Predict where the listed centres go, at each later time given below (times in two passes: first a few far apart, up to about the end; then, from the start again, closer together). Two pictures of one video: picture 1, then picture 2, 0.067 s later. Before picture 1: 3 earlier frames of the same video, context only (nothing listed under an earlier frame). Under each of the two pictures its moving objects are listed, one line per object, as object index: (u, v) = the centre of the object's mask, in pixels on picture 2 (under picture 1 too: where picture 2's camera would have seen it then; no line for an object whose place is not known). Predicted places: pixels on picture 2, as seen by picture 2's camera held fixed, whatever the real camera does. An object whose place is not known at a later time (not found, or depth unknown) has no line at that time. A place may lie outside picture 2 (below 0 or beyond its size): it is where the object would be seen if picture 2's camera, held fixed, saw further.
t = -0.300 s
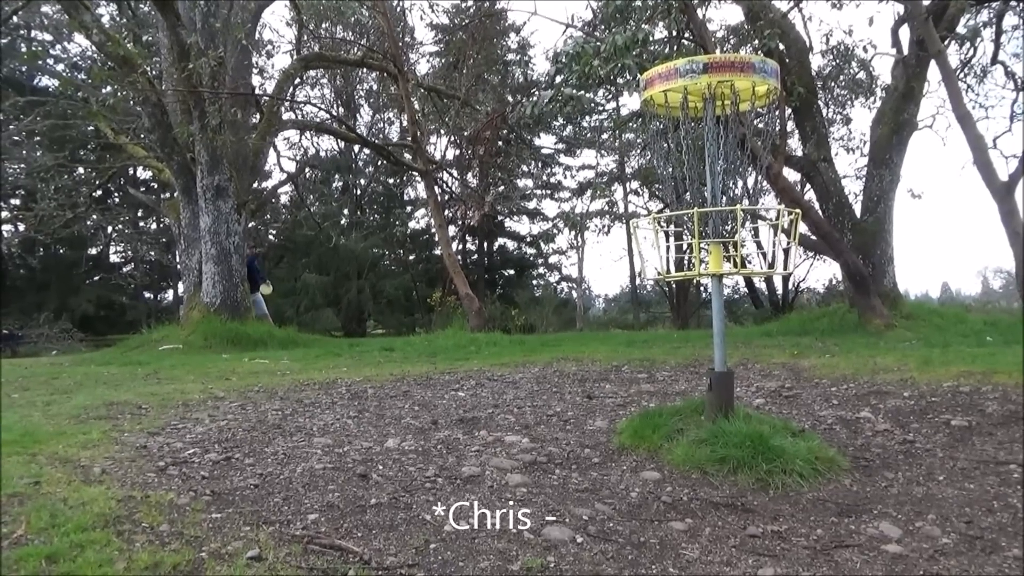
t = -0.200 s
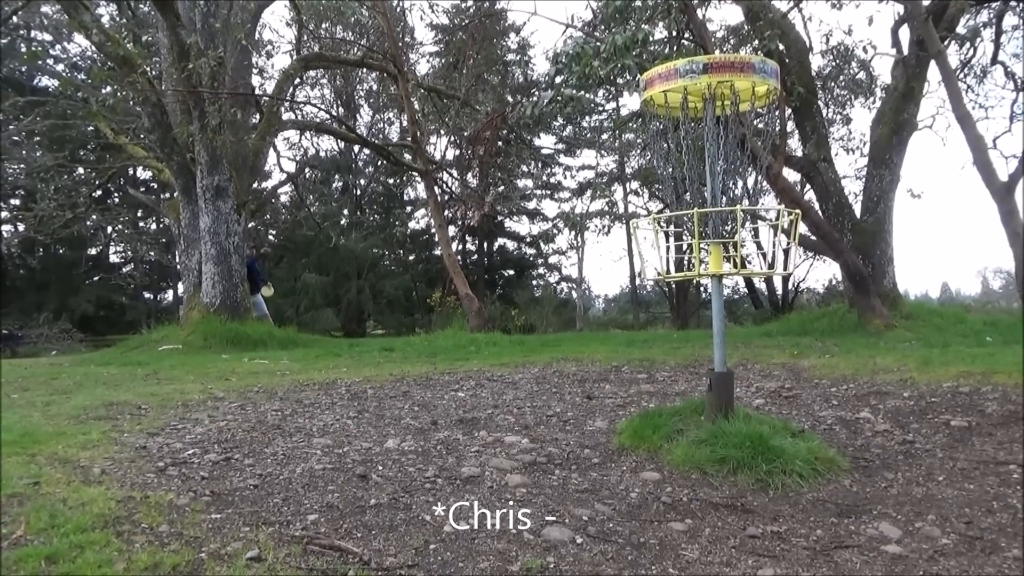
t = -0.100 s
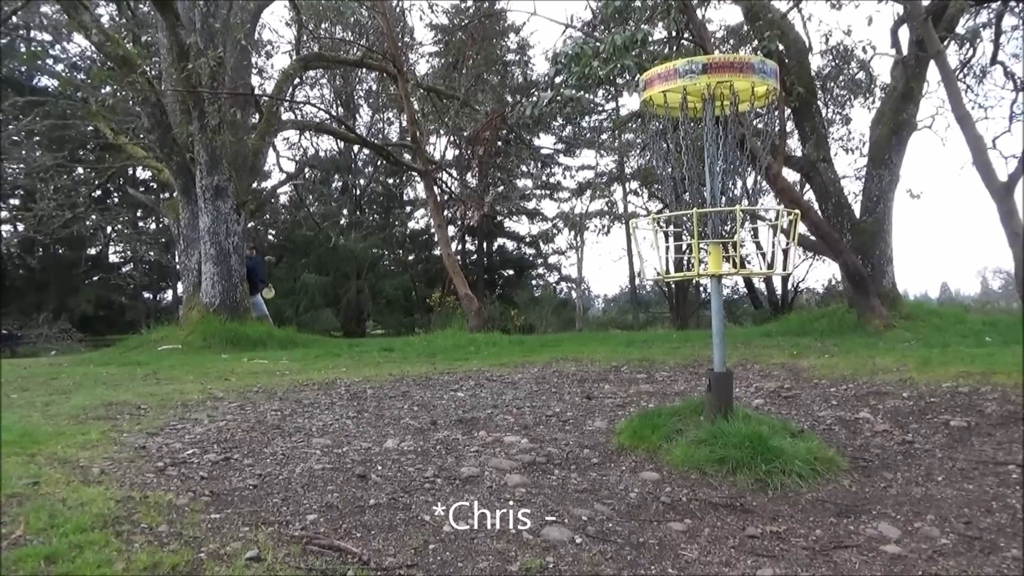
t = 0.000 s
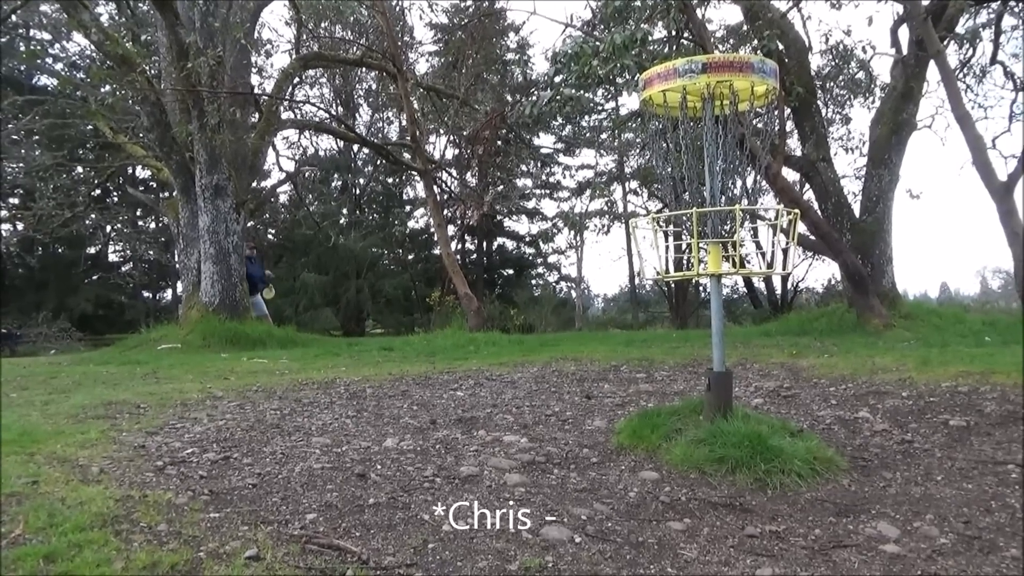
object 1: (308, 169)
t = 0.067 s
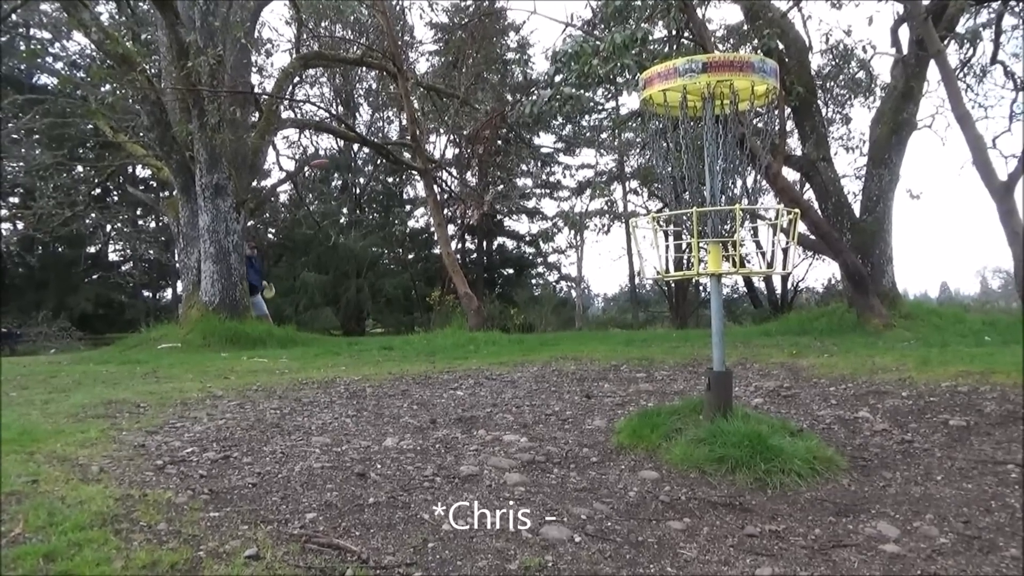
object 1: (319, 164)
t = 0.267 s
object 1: (357, 158)
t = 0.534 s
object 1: (436, 170)
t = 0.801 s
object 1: (597, 224)
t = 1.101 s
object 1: (578, 410)
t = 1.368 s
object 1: (565, 428)
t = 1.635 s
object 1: (565, 430)
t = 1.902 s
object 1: (565, 430)
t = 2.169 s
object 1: (565, 431)
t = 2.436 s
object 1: (565, 430)
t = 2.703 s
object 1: (565, 430)
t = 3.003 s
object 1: (564, 430)
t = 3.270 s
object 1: (564, 430)
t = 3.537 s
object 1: (564, 430)
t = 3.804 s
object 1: (565, 430)
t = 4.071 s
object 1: (564, 430)
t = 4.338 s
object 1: (565, 430)
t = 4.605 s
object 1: (565, 430)
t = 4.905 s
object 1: (565, 430)
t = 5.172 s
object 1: (565, 430)
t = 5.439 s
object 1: (565, 430)
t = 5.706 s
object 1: (565, 430)
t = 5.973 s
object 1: (565, 430)
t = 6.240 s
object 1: (564, 430)
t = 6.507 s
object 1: (565, 430)
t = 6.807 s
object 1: (565, 430)
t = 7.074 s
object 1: (565, 430)
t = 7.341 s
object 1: (565, 430)
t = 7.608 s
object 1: (565, 430)
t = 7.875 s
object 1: (565, 430)
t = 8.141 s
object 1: (565, 430)
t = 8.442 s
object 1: (565, 430)
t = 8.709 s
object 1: (564, 431)
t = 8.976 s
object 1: (564, 430)
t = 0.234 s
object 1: (349, 158)
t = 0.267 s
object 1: (357, 158)
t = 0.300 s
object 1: (366, 158)
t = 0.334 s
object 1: (374, 158)
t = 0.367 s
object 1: (382, 159)
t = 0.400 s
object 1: (391, 161)
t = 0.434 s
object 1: (402, 162)
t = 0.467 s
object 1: (413, 164)
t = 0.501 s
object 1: (423, 167)
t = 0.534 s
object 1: (436, 170)
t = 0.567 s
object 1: (449, 174)
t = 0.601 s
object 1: (465, 178)
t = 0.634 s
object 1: (481, 184)
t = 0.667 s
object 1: (499, 190)
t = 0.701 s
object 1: (520, 197)
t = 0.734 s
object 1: (542, 204)
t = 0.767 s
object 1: (569, 215)
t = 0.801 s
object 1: (597, 224)
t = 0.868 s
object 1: (609, 262)
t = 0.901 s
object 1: (603, 287)
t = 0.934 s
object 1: (597, 313)
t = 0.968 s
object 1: (591, 339)
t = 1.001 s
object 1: (585, 370)
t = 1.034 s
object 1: (582, 404)
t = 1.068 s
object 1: (581, 416)
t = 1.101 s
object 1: (578, 410)
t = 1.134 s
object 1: (576, 407)
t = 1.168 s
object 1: (574, 407)
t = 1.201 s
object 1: (572, 409)
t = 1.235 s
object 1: (569, 413)
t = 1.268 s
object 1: (567, 418)
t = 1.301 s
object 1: (566, 424)
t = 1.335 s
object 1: (565, 429)
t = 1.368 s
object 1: (565, 428)
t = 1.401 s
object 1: (565, 429)
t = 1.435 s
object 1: (565, 430)
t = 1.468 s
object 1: (565, 430)
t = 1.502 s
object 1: (565, 430)
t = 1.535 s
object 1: (564, 430)
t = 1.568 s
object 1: (564, 430)
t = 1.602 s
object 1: (565, 430)
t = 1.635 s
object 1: (565, 430)
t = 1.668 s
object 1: (565, 430)
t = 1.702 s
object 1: (564, 430)
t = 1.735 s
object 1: (564, 430)
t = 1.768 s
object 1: (564, 430)
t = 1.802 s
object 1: (565, 430)
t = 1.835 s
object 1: (565, 430)
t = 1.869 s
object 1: (565, 430)
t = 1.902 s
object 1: (565, 430)
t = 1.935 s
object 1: (565, 430)
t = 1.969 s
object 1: (565, 430)
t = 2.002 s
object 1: (565, 430)
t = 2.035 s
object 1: (565, 430)
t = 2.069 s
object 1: (565, 430)
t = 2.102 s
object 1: (565, 430)
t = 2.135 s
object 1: (565, 431)
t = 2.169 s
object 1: (565, 431)
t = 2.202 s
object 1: (565, 430)
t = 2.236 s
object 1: (565, 430)
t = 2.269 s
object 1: (565, 430)
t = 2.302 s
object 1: (565, 430)
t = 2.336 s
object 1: (565, 430)
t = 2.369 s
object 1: (565, 430)
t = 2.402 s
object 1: (565, 430)
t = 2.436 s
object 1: (565, 430)
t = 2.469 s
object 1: (565, 430)
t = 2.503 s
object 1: (565, 430)
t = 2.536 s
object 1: (565, 430)
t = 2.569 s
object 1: (565, 430)
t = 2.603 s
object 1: (565, 430)
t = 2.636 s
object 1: (565, 430)
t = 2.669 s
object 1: (565, 430)
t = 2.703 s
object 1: (565, 430)
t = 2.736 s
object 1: (565, 430)
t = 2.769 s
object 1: (565, 430)
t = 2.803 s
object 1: (565, 430)
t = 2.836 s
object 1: (565, 430)
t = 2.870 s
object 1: (565, 430)
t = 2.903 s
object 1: (565, 430)
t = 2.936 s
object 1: (564, 430)
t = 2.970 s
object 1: (565, 430)
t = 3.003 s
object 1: (564, 430)
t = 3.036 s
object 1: (565, 430)
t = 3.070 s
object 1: (565, 430)
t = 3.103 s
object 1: (564, 430)
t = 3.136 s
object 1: (564, 430)
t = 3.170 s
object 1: (565, 430)
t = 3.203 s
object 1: (565, 430)
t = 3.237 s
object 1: (565, 430)
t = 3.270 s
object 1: (564, 430)
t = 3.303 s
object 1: (564, 430)
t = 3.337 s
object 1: (564, 430)
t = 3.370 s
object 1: (564, 430)
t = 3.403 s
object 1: (564, 430)
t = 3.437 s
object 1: (564, 430)
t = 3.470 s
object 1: (564, 430)
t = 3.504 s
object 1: (564, 430)
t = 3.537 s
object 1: (564, 430)
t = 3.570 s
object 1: (564, 430)
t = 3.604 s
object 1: (564, 430)
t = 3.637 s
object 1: (565, 430)
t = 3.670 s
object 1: (564, 430)
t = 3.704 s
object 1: (565, 430)
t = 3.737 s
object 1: (565, 430)
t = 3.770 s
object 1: (565, 430)
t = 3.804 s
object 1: (565, 430)
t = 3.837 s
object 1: (564, 430)
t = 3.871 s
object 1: (564, 430)
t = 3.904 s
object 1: (565, 430)
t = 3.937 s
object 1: (564, 430)
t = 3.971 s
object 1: (564, 430)
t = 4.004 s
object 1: (564, 430)
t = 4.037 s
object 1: (564, 430)
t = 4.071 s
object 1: (564, 430)
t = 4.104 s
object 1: (564, 430)
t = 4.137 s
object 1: (565, 430)
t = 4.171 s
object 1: (564, 430)
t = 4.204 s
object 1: (565, 430)
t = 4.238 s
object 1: (565, 430)
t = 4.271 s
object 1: (564, 430)
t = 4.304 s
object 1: (565, 430)
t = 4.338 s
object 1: (565, 430)
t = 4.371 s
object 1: (565, 430)
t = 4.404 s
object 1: (565, 430)
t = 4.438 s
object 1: (565, 430)
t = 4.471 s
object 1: (565, 430)
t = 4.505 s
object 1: (565, 430)
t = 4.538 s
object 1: (565, 430)
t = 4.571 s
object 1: (565, 430)
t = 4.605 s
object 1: (565, 430)
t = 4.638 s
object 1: (565, 430)
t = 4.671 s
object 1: (565, 430)
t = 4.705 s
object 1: (565, 430)
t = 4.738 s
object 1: (565, 430)
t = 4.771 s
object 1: (565, 430)
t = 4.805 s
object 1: (565, 430)
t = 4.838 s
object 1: (565, 430)
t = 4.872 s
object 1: (565, 430)
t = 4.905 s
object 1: (565, 430)
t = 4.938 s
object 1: (565, 430)
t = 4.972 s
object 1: (565, 430)
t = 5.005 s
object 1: (565, 430)
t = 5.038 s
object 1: (565, 430)
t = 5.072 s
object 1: (565, 430)
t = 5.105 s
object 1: (565, 430)
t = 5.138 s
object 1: (565, 430)
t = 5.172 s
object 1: (565, 430)
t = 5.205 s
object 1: (565, 430)
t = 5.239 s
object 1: (565, 430)
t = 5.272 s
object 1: (565, 430)
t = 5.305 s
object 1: (565, 430)
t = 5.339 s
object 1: (565, 430)
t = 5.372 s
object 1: (565, 430)
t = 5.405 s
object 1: (565, 430)
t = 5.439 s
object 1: (565, 430)
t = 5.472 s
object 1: (565, 430)
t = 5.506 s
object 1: (565, 430)
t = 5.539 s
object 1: (565, 430)
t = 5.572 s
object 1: (565, 430)
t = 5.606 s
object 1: (565, 430)
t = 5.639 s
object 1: (565, 430)
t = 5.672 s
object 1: (565, 430)
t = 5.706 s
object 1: (565, 430)
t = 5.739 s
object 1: (565, 430)
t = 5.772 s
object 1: (565, 430)
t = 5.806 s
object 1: (565, 430)
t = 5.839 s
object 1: (565, 430)
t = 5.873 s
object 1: (565, 430)
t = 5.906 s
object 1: (565, 430)
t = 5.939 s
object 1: (565, 430)
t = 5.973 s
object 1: (565, 430)
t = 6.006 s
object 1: (565, 430)
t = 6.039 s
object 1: (565, 430)
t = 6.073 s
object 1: (565, 430)
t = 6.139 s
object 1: (565, 430)
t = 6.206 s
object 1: (565, 430)
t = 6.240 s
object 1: (564, 430)
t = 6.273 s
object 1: (565, 430)
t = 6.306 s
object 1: (564, 430)
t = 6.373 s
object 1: (565, 430)
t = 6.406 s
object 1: (565, 430)
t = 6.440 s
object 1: (565, 430)
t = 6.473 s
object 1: (565, 430)
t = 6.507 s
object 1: (565, 430)
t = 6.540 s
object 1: (565, 430)
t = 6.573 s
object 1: (565, 430)
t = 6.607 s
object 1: (565, 430)
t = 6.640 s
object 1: (565, 430)
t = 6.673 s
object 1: (565, 430)
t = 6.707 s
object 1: (565, 430)
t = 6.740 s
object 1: (565, 430)
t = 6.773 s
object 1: (565, 430)
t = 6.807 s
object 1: (565, 430)
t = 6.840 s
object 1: (565, 430)
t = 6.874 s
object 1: (565, 430)
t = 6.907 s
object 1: (565, 430)
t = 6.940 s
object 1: (565, 430)
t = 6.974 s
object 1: (565, 430)
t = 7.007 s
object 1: (565, 430)
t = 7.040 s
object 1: (565, 430)
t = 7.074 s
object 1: (565, 430)
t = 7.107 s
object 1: (565, 430)
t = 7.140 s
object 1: (565, 430)
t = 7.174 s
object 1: (565, 430)
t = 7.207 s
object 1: (565, 430)
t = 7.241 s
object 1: (565, 430)
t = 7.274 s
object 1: (565, 430)
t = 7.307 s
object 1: (565, 430)
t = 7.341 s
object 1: (565, 430)
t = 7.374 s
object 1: (565, 430)
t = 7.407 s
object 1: (565, 430)
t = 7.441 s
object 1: (564, 430)
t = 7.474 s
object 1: (564, 430)
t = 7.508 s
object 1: (565, 430)
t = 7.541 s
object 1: (565, 430)
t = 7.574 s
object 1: (565, 430)
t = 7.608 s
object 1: (565, 430)
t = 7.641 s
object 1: (565, 430)
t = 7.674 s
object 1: (565, 430)
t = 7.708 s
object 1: (565, 430)
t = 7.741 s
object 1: (565, 430)
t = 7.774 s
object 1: (565, 430)
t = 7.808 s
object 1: (565, 430)
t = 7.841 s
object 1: (564, 430)
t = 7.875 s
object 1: (565, 430)
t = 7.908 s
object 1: (565, 430)
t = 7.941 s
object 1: (565, 430)
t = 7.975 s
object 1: (565, 430)
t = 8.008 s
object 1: (564, 430)
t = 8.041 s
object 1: (564, 430)
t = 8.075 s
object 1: (564, 430)
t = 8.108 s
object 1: (565, 430)
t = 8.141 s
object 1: (565, 430)
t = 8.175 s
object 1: (565, 430)
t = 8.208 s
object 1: (565, 430)
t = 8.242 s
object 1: (565, 430)
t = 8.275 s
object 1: (564, 430)
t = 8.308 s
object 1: (565, 430)
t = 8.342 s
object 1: (564, 430)
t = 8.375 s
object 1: (564, 430)
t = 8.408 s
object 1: (564, 430)
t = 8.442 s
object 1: (565, 430)
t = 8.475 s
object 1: (564, 430)
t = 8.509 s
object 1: (564, 430)
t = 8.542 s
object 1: (564, 430)
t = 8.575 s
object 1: (564, 430)
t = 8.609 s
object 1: (564, 430)
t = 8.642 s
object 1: (564, 430)
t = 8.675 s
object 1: (564, 431)
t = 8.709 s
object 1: (564, 431)
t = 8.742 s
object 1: (564, 431)
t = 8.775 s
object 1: (564, 431)
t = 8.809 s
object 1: (564, 430)
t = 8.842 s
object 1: (564, 430)
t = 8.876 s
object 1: (564, 430)
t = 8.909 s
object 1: (564, 430)
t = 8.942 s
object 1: (564, 430)
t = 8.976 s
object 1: (564, 430)
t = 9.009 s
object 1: (565, 430)
